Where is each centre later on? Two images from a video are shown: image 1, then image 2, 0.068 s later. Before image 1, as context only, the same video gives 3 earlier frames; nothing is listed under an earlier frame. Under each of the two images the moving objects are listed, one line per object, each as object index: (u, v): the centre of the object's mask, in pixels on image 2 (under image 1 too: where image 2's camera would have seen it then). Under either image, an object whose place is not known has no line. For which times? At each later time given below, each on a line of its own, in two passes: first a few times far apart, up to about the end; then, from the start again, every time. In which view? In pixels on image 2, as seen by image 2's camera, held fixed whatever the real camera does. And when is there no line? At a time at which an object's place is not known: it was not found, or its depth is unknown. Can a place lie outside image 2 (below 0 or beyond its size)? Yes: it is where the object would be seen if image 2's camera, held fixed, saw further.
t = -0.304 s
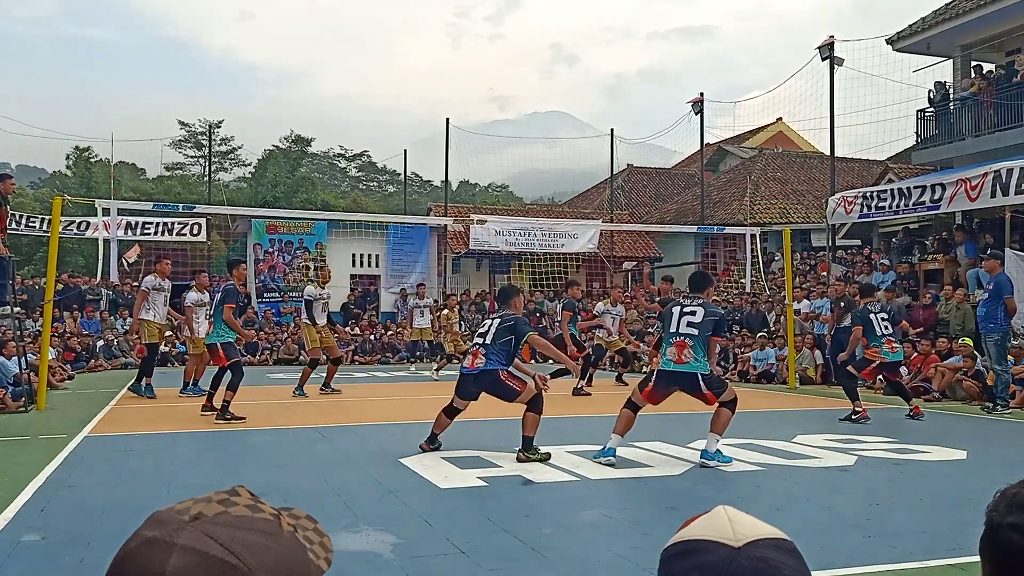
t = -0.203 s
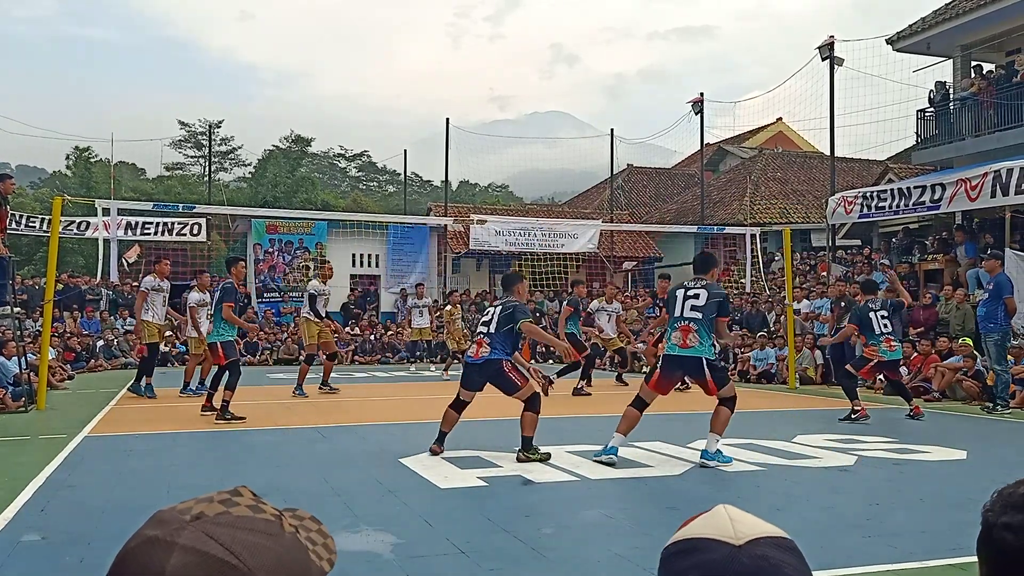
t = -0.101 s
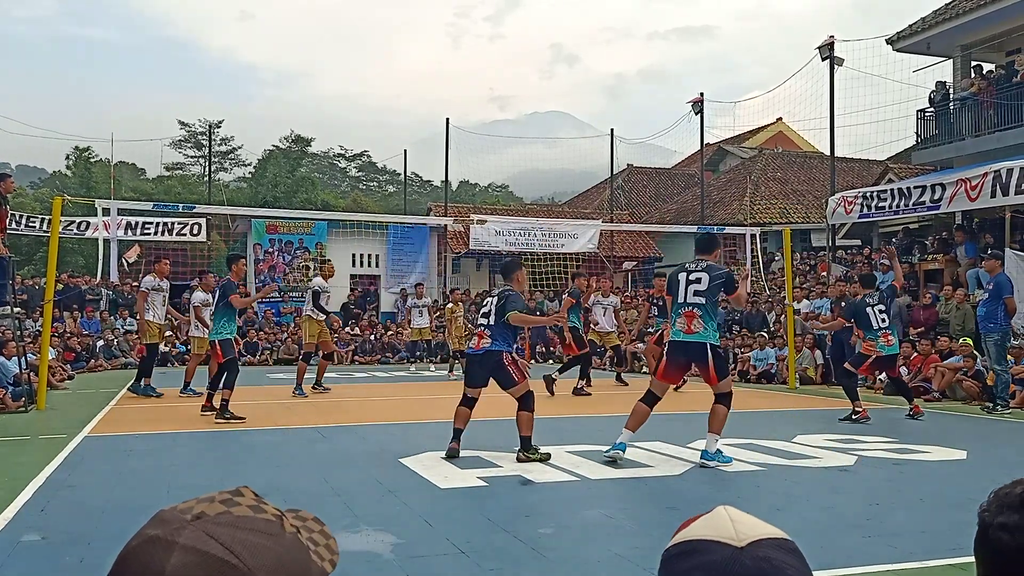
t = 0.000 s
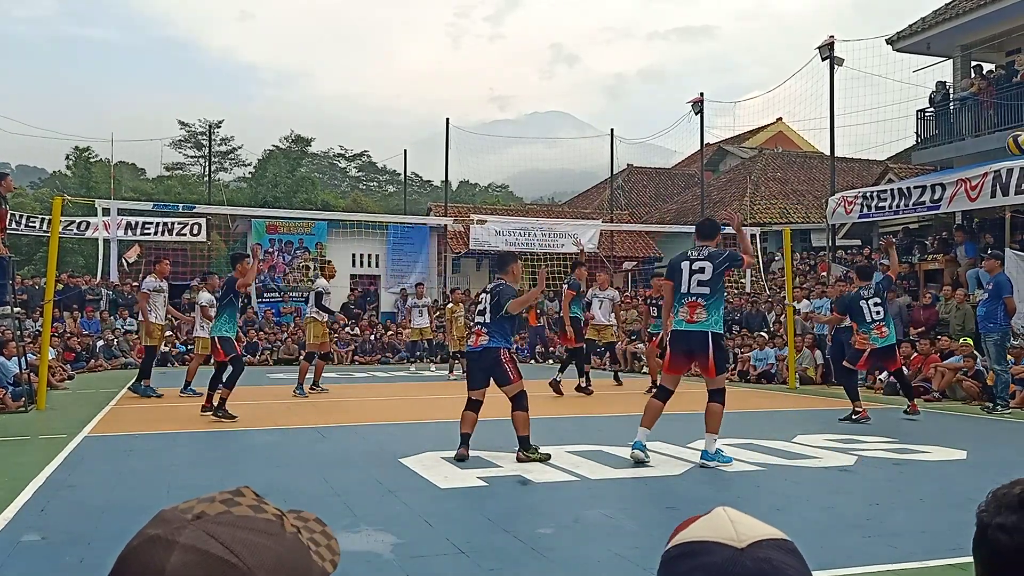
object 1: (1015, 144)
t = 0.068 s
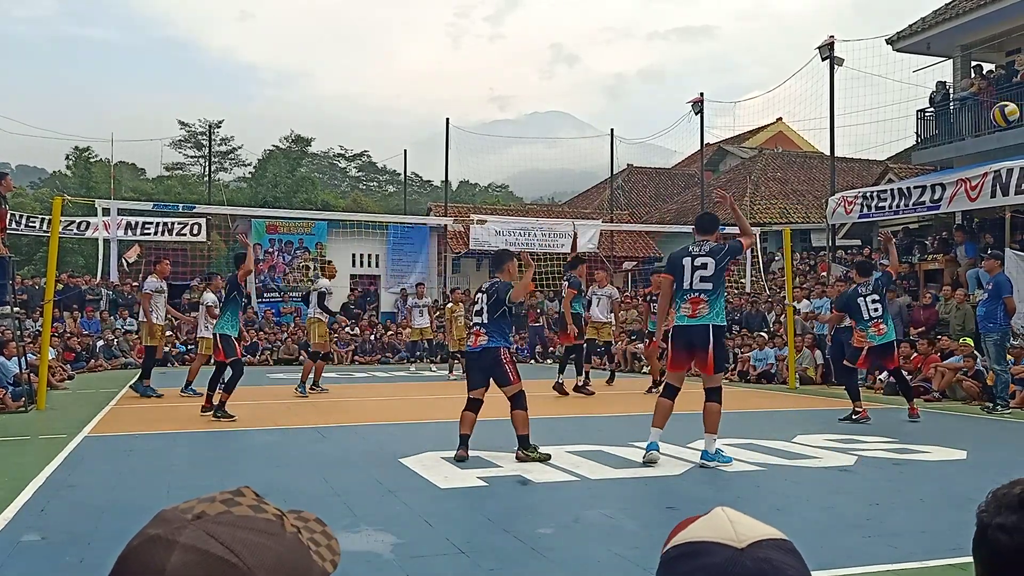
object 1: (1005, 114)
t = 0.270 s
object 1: (961, 51)
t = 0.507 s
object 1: (905, 37)
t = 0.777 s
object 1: (831, 128)
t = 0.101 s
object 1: (997, 101)
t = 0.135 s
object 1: (990, 89)
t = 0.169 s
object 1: (983, 78)
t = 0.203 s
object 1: (975, 68)
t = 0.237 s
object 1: (968, 59)
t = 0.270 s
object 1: (961, 51)
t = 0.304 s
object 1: (953, 45)
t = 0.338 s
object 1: (945, 40)
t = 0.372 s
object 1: (937, 36)
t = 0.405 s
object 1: (929, 34)
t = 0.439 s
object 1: (922, 34)
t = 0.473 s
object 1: (913, 35)
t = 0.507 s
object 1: (905, 37)
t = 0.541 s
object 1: (896, 41)
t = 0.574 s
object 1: (888, 47)
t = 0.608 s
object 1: (879, 55)
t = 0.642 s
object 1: (870, 66)
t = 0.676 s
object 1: (861, 78)
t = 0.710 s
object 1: (851, 92)
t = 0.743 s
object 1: (842, 109)
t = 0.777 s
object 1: (831, 128)
